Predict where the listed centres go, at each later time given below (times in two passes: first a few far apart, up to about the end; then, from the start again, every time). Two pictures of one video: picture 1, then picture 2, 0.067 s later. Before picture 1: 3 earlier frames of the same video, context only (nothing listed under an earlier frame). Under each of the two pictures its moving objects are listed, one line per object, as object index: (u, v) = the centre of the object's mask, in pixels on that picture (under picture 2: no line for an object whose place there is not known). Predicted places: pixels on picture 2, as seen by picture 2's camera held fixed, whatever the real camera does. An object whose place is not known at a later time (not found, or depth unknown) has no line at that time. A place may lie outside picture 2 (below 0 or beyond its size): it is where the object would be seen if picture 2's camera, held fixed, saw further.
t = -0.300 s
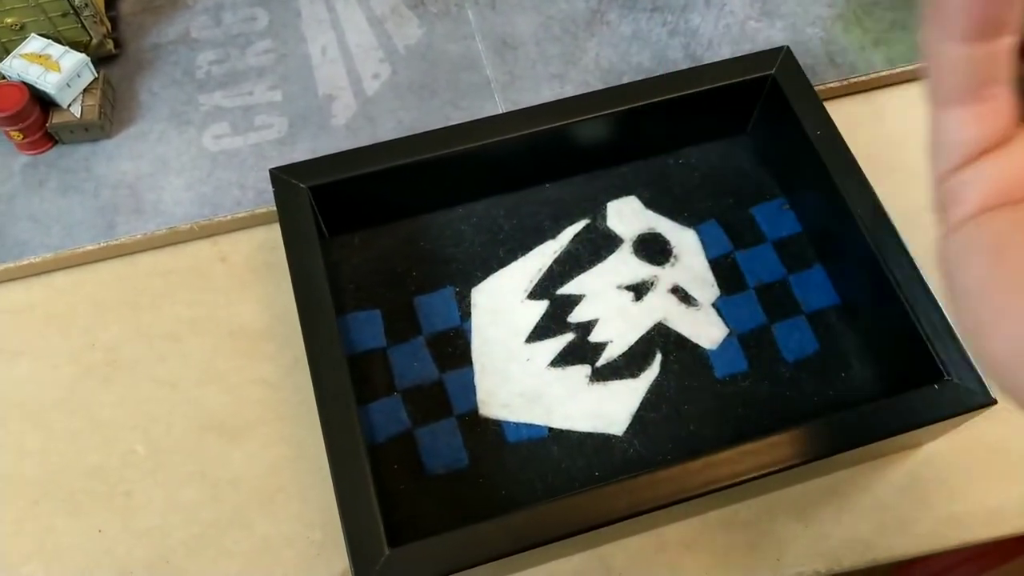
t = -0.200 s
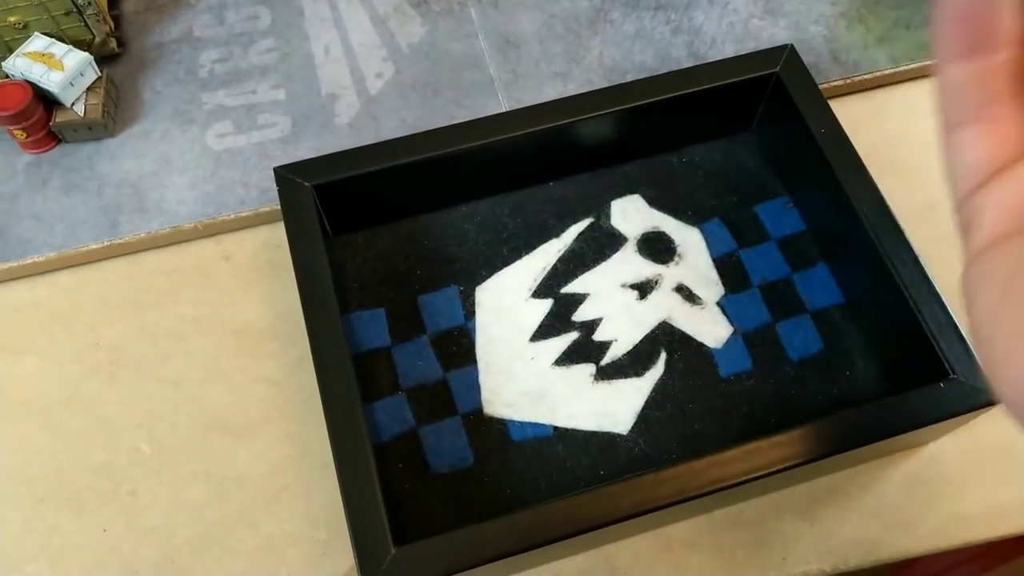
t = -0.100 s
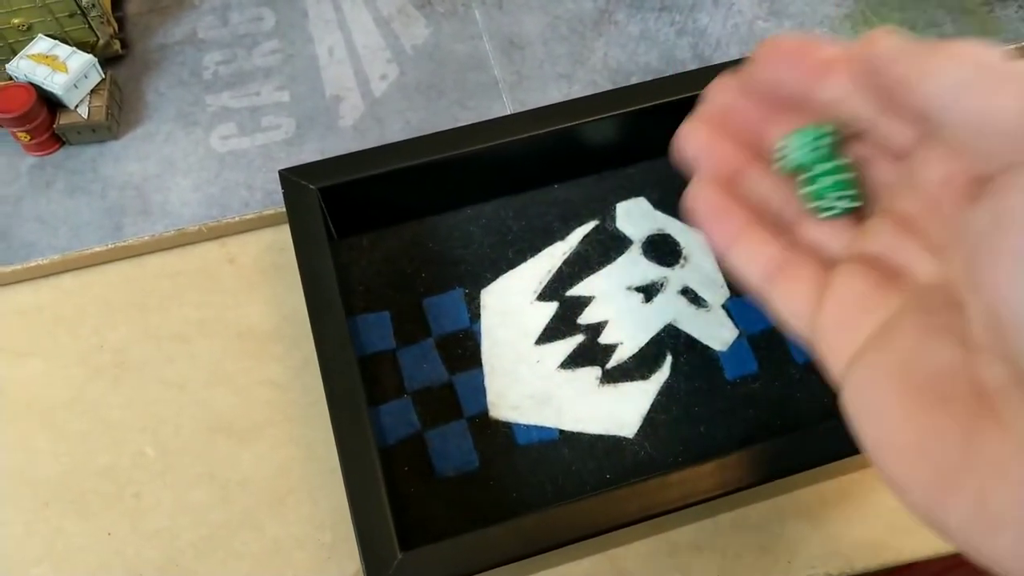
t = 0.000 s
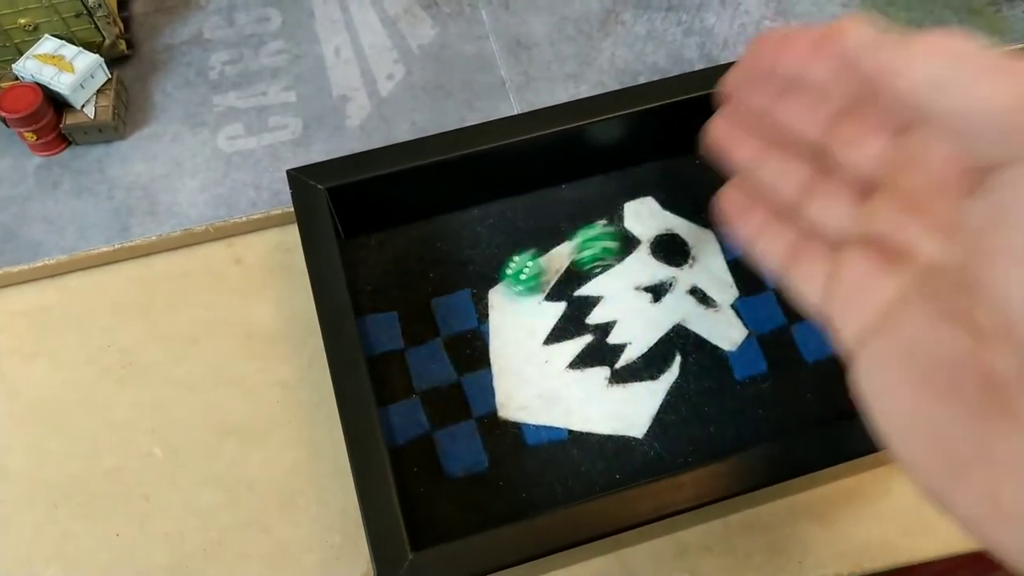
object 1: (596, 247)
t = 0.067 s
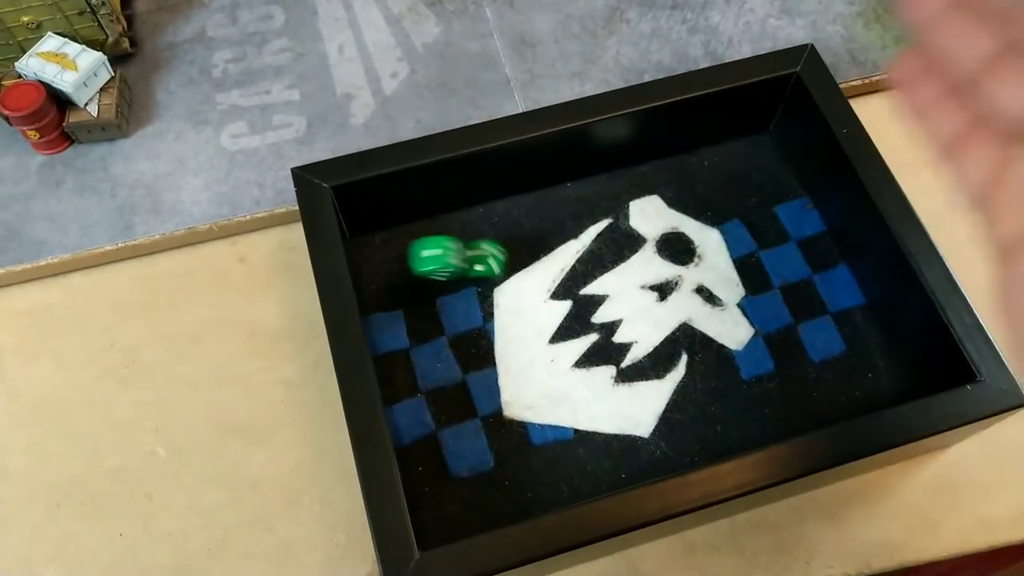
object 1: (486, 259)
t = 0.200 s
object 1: (426, 258)
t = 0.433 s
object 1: (468, 275)
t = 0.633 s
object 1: (468, 276)
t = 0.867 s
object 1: (468, 276)
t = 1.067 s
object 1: (468, 276)
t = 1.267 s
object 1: (468, 276)
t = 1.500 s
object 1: (469, 276)
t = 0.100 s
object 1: (446, 249)
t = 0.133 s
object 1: (417, 231)
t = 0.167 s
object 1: (412, 244)
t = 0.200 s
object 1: (426, 258)
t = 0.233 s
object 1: (435, 269)
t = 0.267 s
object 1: (443, 276)
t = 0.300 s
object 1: (454, 279)
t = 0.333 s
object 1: (465, 277)
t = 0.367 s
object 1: (467, 274)
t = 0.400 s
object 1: (468, 276)
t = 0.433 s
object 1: (468, 275)
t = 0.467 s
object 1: (468, 275)
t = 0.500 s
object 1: (468, 276)
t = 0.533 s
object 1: (468, 275)
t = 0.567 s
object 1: (468, 276)
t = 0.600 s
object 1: (468, 276)
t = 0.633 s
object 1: (468, 276)
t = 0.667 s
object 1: (468, 276)
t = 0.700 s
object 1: (468, 276)
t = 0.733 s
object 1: (468, 276)
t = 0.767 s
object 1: (468, 276)
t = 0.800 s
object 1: (468, 276)
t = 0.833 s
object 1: (468, 276)
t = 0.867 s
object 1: (468, 276)
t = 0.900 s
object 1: (468, 276)
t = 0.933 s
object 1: (468, 275)
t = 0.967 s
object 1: (468, 275)
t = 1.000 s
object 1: (468, 275)
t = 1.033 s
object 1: (468, 276)
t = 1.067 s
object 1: (468, 276)
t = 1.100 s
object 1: (468, 275)
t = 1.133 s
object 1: (468, 276)
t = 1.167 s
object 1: (468, 276)
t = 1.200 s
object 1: (468, 276)
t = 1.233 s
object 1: (468, 276)
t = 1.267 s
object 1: (468, 276)
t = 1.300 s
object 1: (468, 276)
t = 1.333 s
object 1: (468, 276)
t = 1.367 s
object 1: (468, 276)
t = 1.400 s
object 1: (468, 276)
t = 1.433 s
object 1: (468, 276)
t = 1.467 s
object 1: (469, 276)
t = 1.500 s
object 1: (469, 276)
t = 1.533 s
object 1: (469, 276)
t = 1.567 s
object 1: (469, 276)
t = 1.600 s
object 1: (469, 276)
